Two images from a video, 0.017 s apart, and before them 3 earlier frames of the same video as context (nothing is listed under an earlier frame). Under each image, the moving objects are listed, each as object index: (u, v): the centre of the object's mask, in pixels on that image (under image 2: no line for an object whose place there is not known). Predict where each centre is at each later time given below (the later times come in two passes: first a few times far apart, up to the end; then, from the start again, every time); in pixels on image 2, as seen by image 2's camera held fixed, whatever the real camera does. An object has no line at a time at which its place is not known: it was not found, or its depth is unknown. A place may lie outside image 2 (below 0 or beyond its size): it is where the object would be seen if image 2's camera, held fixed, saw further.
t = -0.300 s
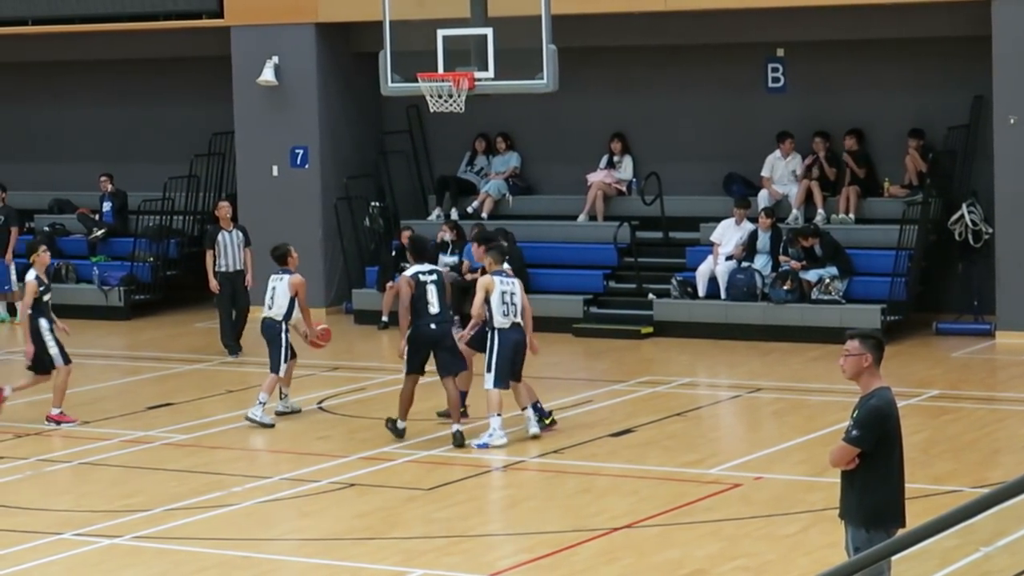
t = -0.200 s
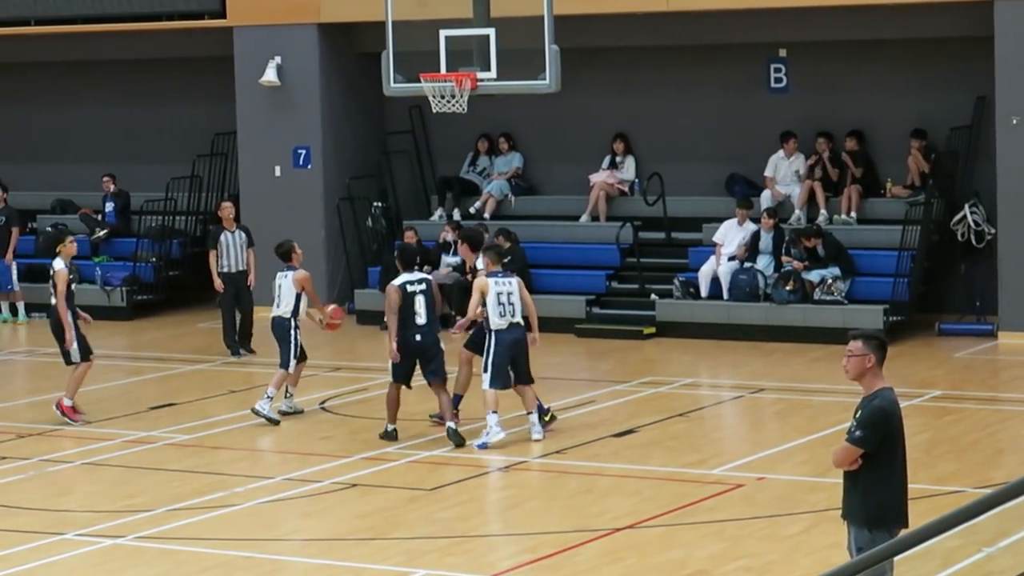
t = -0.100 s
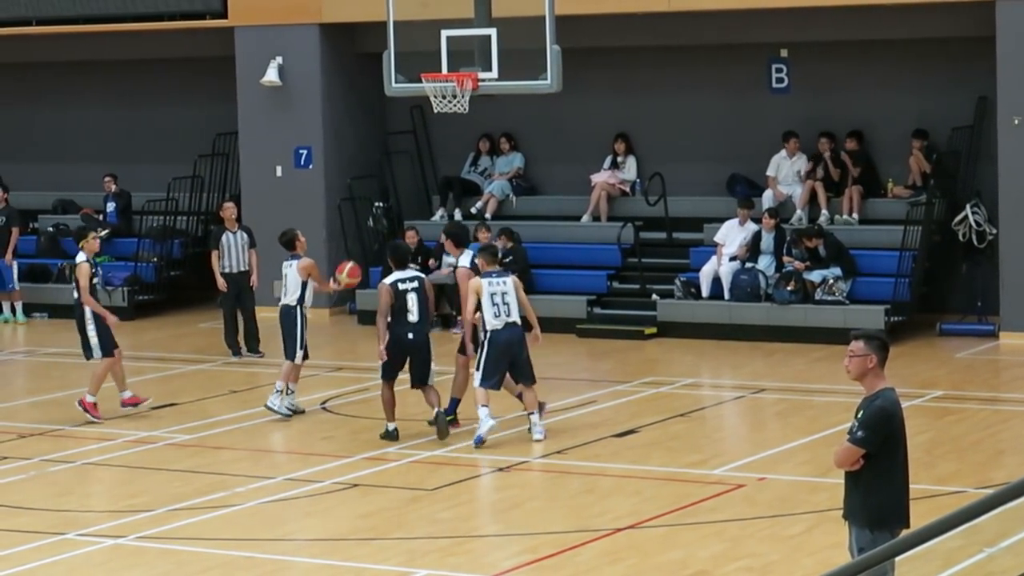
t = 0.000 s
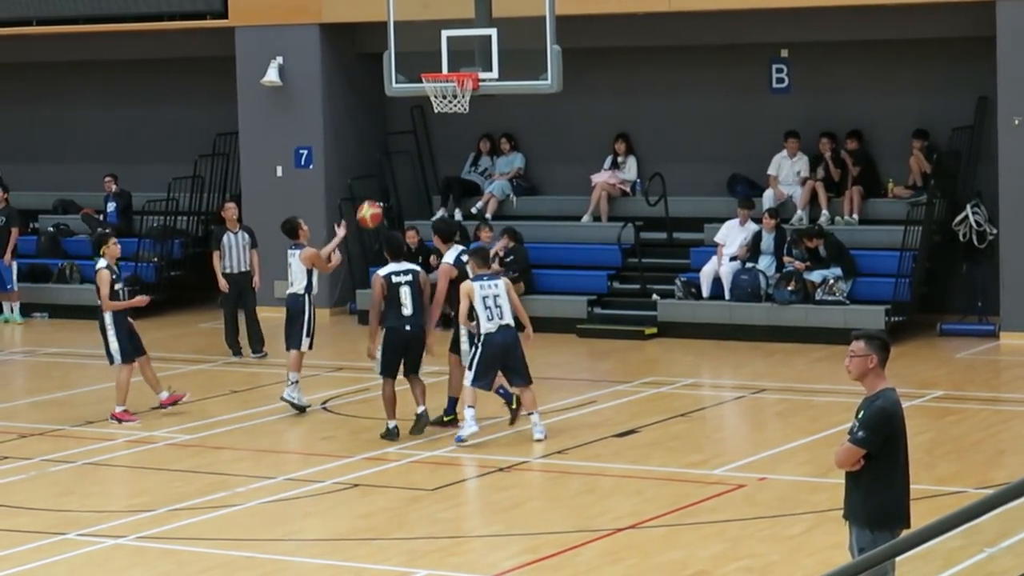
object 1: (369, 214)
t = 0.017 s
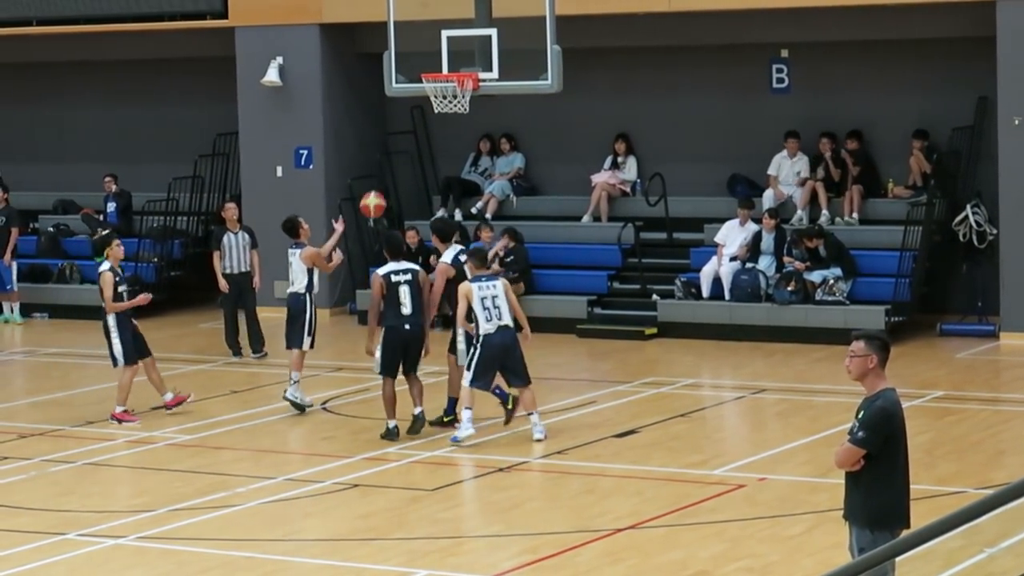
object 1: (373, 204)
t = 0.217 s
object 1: (414, 109)
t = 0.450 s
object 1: (406, 73)
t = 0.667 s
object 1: (371, 99)
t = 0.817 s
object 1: (348, 146)
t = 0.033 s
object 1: (376, 195)
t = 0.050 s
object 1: (379, 186)
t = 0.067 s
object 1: (383, 177)
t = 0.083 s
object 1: (386, 168)
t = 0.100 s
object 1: (390, 159)
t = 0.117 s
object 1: (393, 151)
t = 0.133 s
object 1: (397, 144)
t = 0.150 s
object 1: (400, 136)
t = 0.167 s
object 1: (403, 129)
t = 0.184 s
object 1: (407, 122)
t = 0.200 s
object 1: (410, 115)
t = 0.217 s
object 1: (414, 109)
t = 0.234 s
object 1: (417, 103)
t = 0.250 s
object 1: (419, 98)
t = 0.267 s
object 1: (420, 94)
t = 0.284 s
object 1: (419, 90)
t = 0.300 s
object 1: (418, 87)
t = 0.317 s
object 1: (418, 84)
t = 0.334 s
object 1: (417, 81)
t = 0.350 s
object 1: (416, 77)
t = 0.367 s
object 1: (416, 76)
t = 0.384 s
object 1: (415, 75)
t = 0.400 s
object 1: (412, 74)
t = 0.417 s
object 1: (410, 73)
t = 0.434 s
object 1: (408, 73)
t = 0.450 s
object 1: (406, 73)
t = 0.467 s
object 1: (403, 73)
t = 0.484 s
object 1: (400, 74)
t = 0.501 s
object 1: (397, 74)
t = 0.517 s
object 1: (394, 75)
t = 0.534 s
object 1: (392, 77)
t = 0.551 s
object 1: (389, 79)
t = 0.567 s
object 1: (386, 81)
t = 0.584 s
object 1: (383, 83)
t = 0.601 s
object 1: (380, 86)
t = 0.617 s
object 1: (378, 89)
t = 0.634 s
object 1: (376, 91)
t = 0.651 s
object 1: (373, 95)
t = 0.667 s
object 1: (371, 99)
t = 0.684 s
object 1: (368, 103)
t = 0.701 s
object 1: (365, 107)
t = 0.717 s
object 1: (363, 112)
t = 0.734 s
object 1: (361, 117)
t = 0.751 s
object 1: (358, 122)
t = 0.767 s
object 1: (356, 127)
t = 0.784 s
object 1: (353, 133)
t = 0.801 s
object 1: (351, 139)
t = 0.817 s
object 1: (348, 146)
